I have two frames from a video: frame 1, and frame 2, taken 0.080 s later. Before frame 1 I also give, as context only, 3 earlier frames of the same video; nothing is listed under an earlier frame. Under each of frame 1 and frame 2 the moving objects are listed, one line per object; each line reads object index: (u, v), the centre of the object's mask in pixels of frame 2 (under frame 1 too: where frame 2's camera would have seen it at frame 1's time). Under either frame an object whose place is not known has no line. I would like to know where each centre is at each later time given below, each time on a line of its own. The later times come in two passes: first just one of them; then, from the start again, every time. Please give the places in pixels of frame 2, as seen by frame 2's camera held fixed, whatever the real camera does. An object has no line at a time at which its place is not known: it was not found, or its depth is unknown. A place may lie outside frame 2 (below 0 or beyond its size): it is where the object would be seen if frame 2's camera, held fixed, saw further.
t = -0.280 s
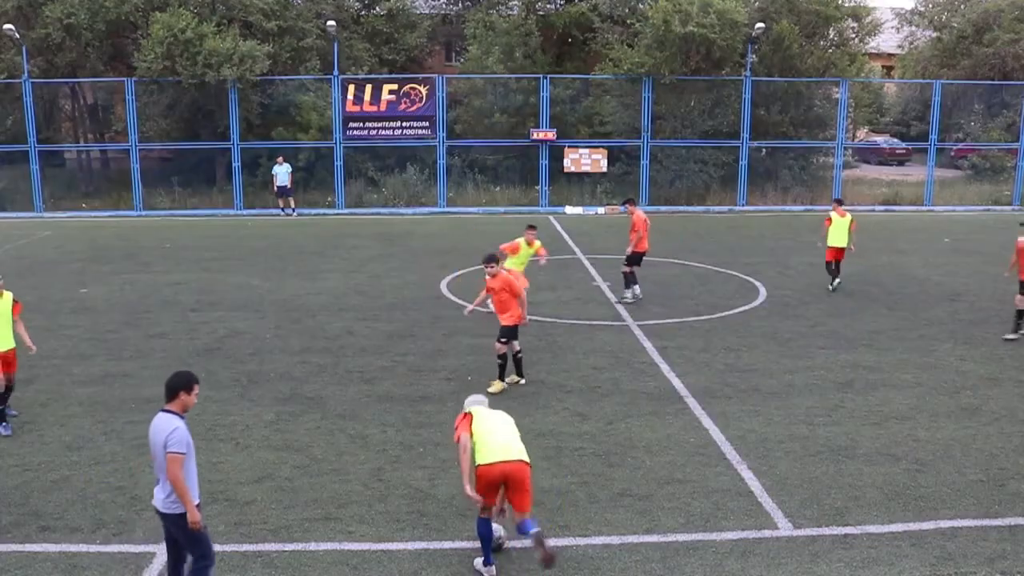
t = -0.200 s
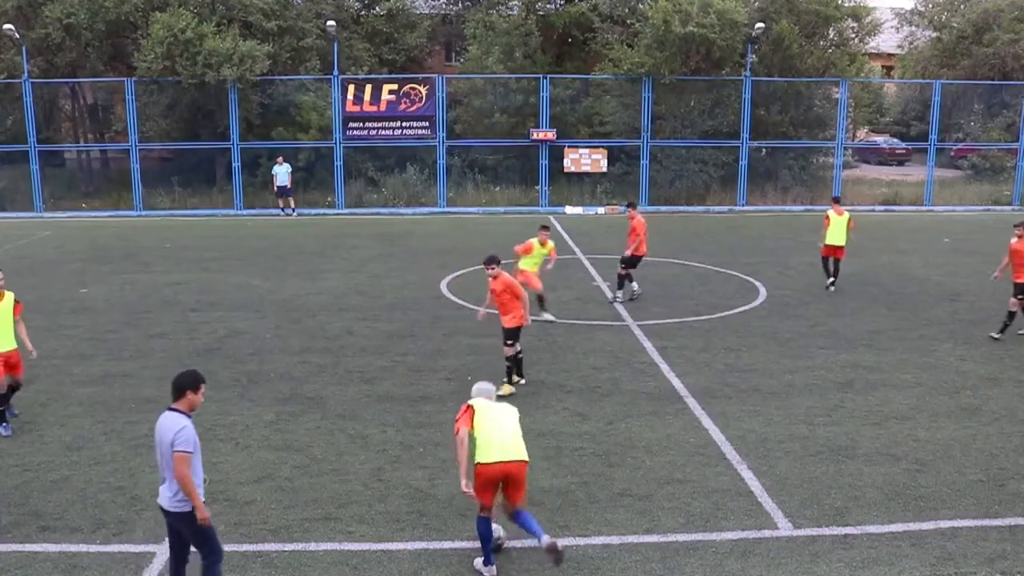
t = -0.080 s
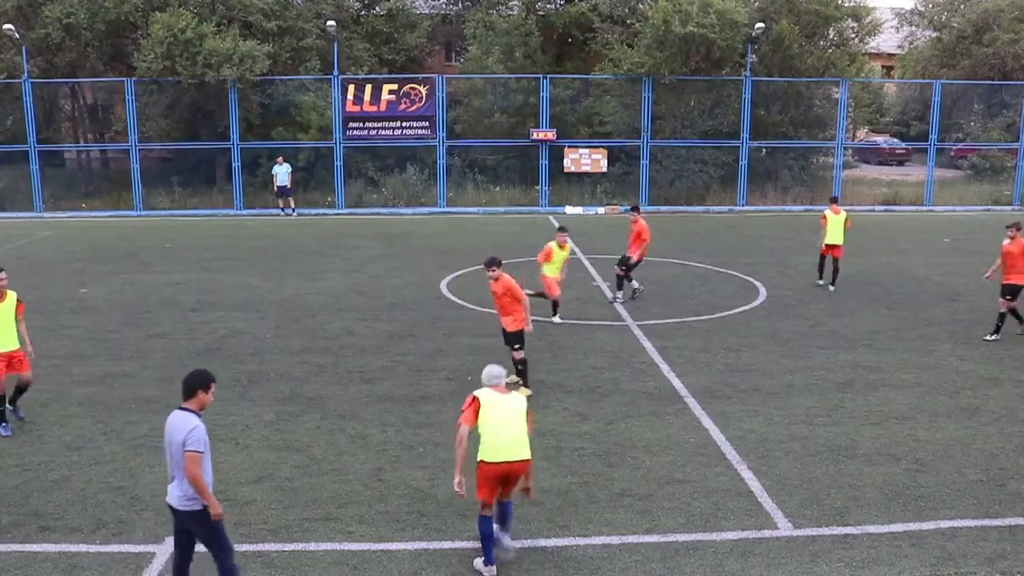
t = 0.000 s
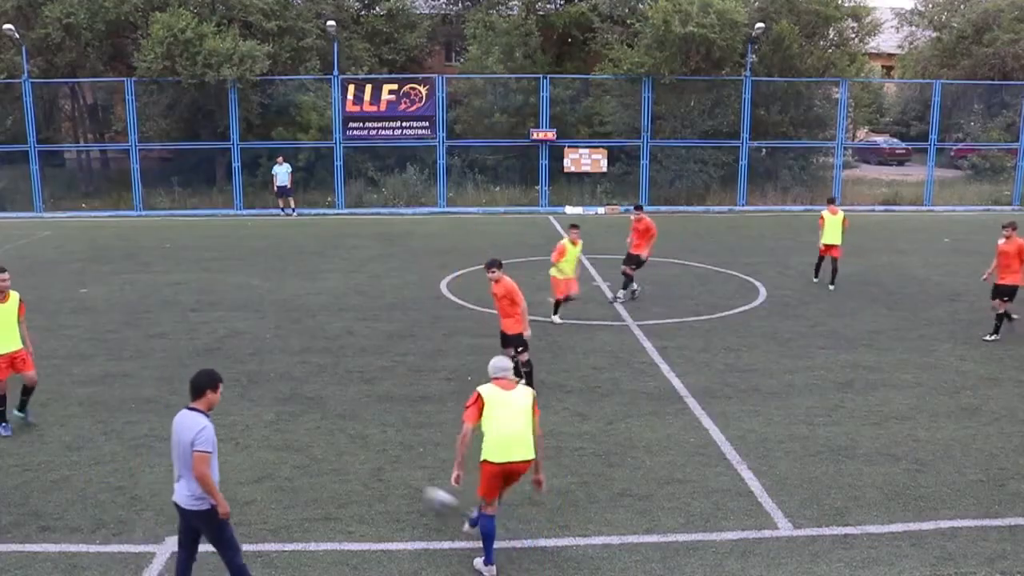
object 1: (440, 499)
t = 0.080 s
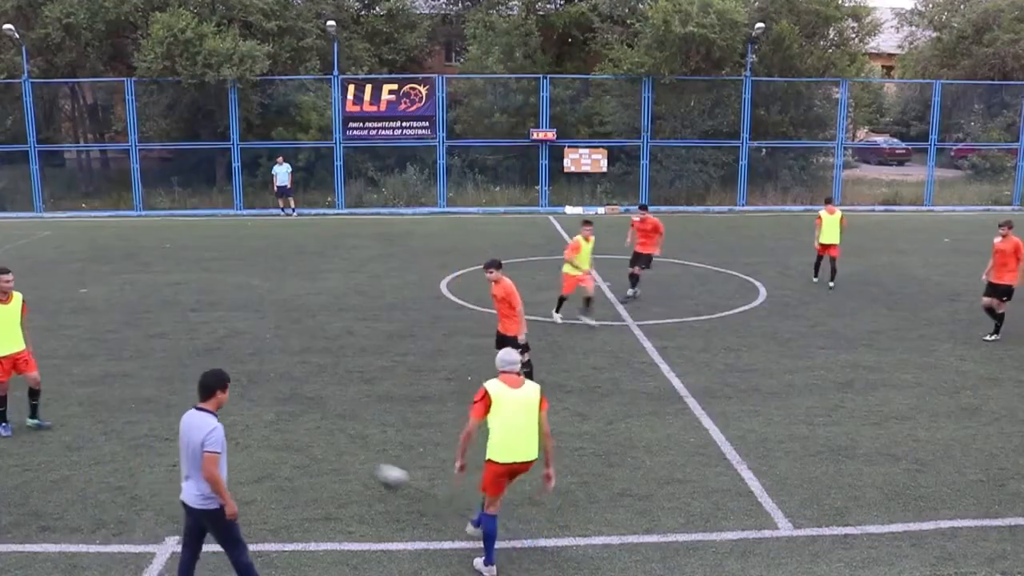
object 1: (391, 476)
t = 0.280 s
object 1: (292, 451)
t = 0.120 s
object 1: (370, 468)
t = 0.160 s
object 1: (349, 460)
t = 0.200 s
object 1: (328, 456)
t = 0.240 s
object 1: (309, 453)
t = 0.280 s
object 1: (292, 451)
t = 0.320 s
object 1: (275, 452)
